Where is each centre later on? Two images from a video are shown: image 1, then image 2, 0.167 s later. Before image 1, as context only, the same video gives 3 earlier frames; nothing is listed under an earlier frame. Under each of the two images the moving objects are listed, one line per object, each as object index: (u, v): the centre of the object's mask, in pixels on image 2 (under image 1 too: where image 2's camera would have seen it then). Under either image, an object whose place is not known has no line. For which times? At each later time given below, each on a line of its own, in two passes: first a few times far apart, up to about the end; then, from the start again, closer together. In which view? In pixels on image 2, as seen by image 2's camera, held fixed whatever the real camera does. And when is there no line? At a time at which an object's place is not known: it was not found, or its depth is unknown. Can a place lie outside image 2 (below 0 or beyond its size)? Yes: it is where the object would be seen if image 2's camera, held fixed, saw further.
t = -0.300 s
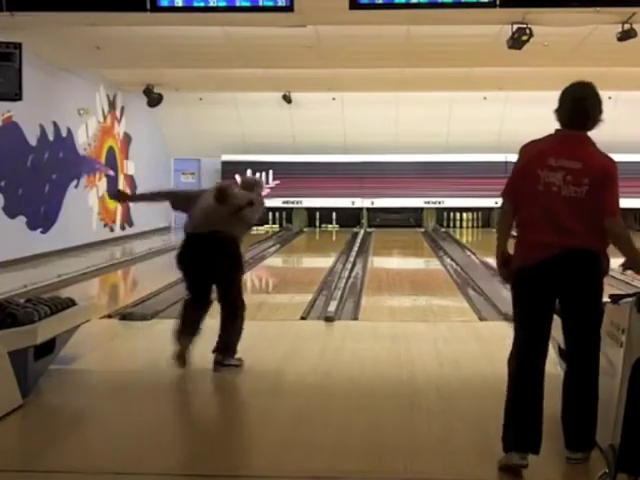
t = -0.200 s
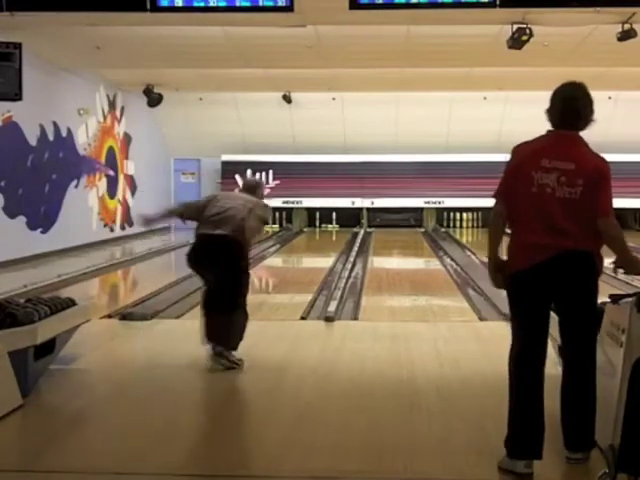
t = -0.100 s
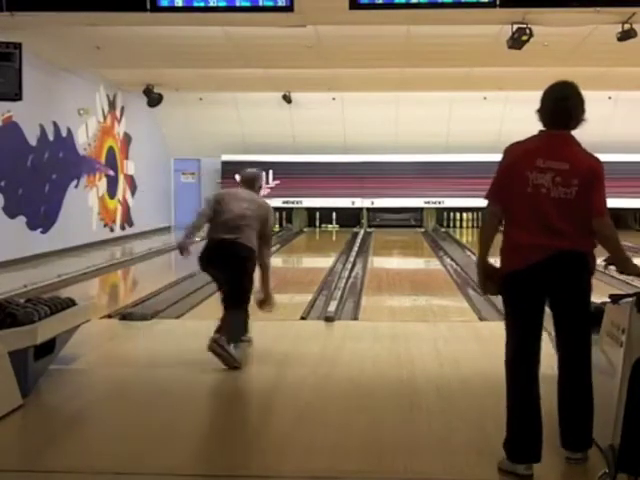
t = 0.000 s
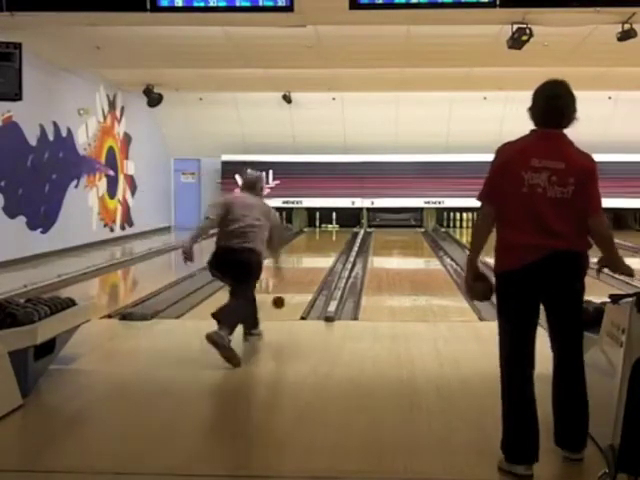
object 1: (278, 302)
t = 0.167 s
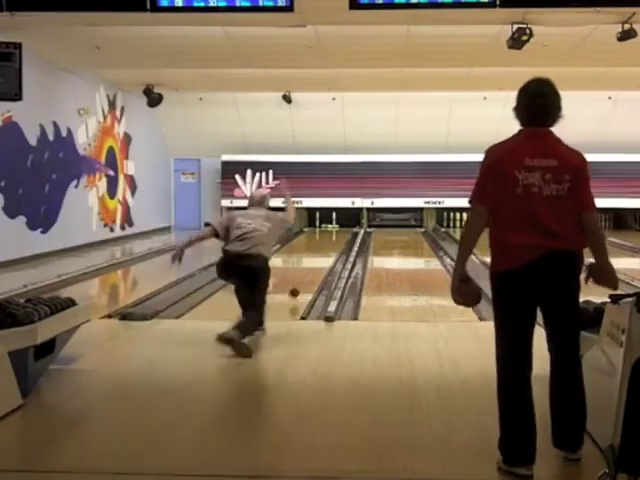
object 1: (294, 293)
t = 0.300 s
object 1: (303, 280)
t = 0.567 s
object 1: (315, 262)
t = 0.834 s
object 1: (323, 249)
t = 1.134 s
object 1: (328, 237)
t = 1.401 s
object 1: (332, 233)
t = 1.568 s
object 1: (333, 229)
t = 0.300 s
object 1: (303, 280)
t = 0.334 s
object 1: (304, 277)
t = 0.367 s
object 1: (306, 281)
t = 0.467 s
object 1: (311, 268)
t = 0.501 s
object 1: (312, 265)
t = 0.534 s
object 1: (313, 264)
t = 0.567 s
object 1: (315, 262)
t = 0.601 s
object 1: (316, 260)
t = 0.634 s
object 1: (317, 260)
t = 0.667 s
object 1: (318, 258)
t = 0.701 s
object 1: (319, 256)
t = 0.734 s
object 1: (320, 255)
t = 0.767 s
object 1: (321, 253)
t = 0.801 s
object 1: (322, 250)
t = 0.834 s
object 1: (323, 249)
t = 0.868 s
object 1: (323, 246)
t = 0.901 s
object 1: (324, 245)
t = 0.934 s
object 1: (324, 244)
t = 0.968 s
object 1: (325, 242)
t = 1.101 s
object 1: (328, 237)
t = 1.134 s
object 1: (328, 237)
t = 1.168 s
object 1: (328, 237)
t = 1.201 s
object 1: (328, 235)
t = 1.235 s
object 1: (328, 235)
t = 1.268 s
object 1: (330, 234)
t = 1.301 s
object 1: (330, 234)
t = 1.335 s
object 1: (329, 235)
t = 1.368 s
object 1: (332, 234)
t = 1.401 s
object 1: (332, 233)
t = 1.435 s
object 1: (333, 231)
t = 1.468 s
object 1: (333, 232)
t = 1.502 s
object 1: (333, 232)
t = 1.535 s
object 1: (333, 233)
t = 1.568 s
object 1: (333, 229)
